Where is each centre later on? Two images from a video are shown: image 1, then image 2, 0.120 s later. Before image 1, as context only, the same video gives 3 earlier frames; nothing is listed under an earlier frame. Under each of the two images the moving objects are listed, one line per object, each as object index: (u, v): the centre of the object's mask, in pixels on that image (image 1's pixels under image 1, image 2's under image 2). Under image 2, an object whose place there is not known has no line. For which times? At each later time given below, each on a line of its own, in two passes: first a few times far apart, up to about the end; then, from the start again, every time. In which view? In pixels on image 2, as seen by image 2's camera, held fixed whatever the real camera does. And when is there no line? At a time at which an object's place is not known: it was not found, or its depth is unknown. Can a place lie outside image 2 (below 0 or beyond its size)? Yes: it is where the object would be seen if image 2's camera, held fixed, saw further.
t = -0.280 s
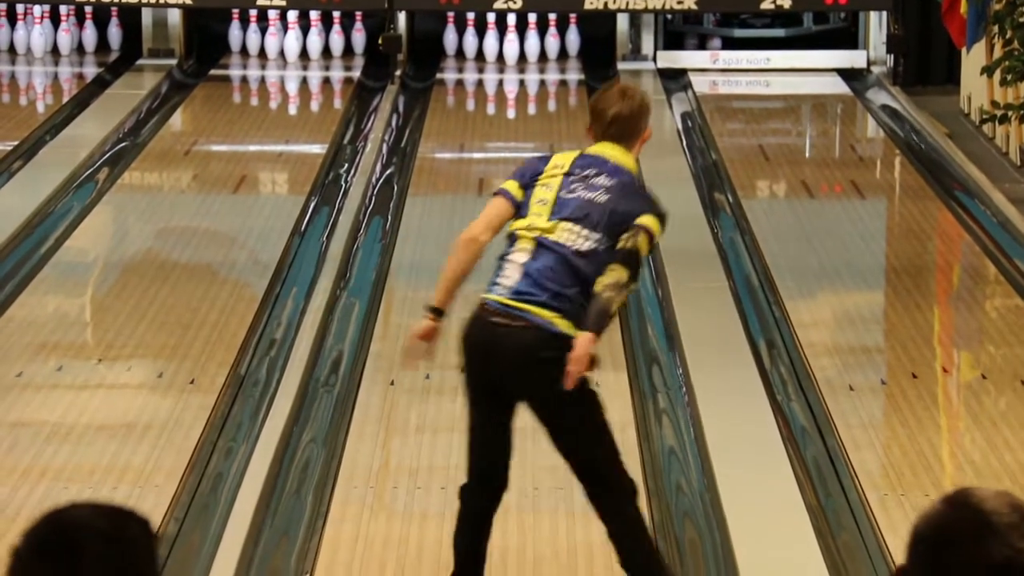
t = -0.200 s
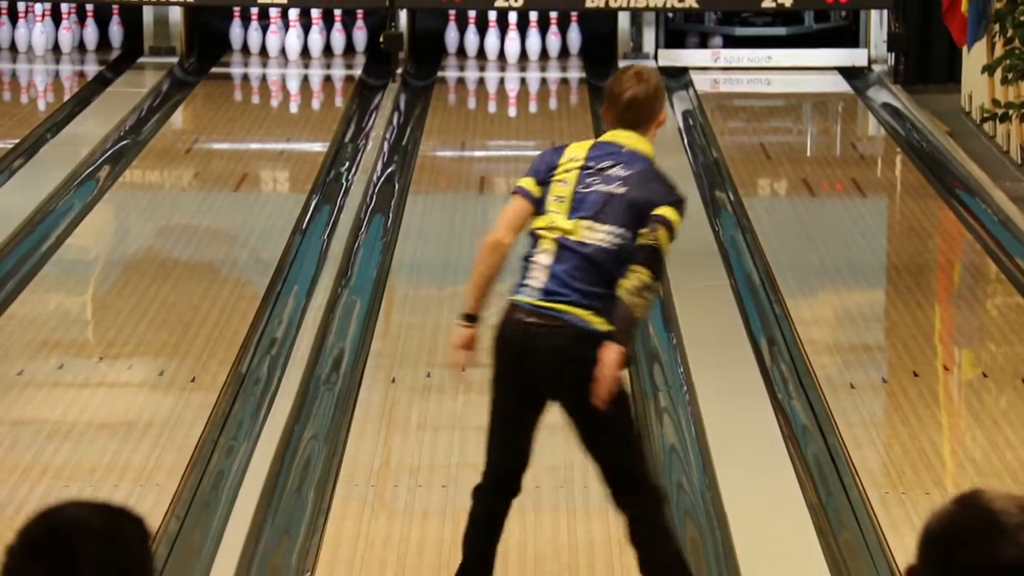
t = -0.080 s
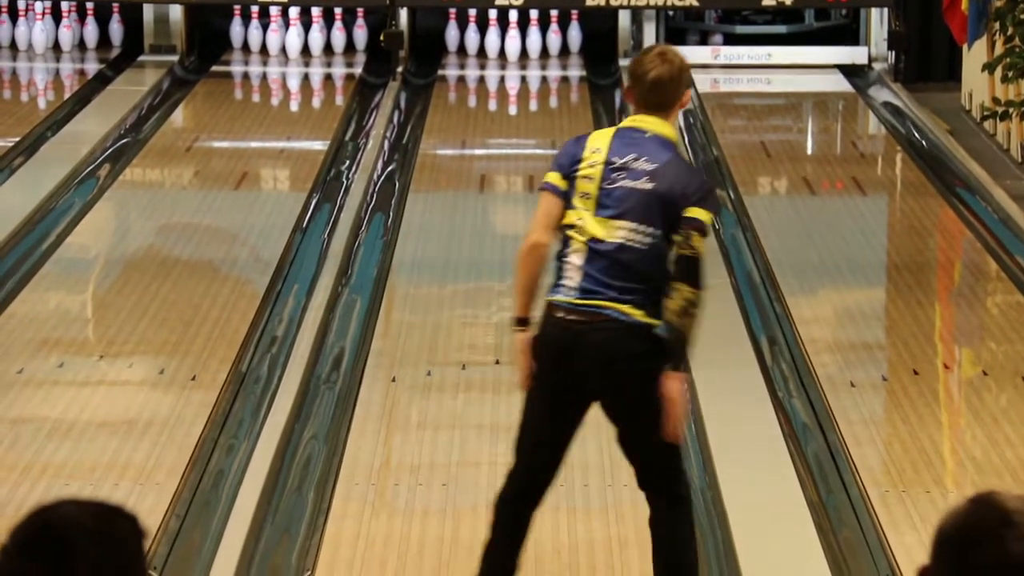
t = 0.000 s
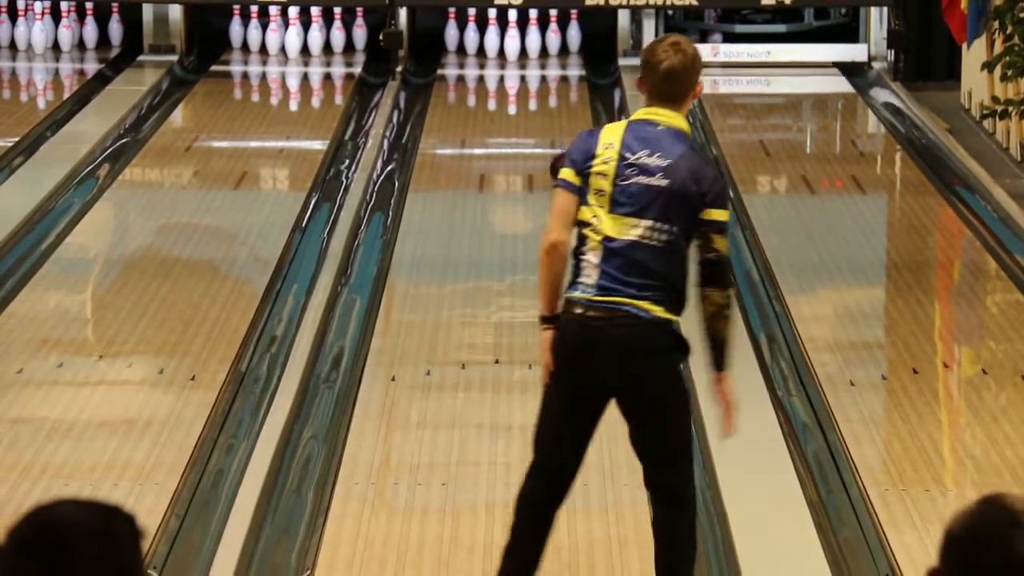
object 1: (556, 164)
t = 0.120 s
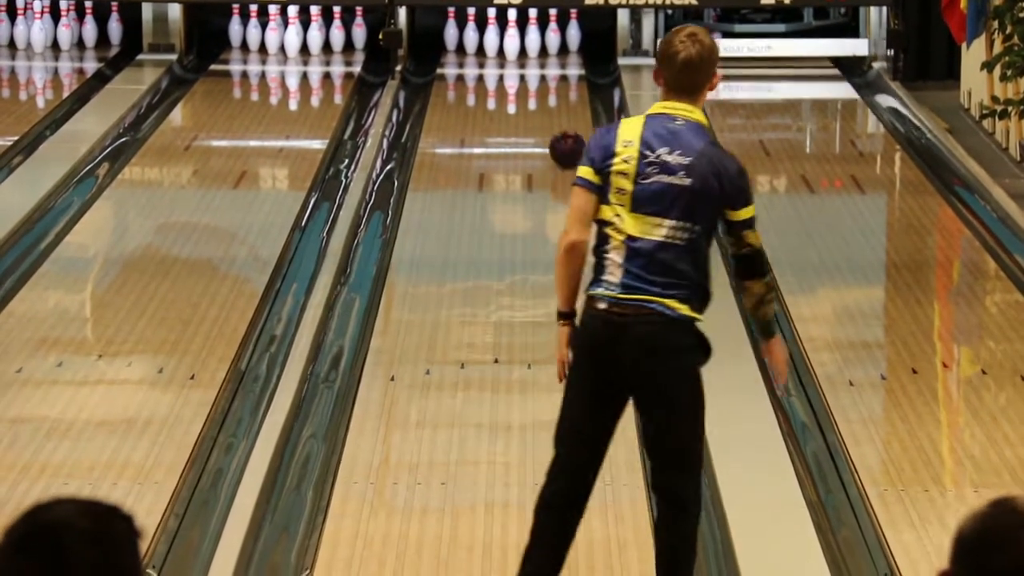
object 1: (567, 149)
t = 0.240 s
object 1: (566, 132)
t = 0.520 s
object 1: (556, 94)
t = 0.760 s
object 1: (542, 68)
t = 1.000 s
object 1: (528, 46)
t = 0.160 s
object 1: (567, 144)
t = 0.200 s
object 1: (566, 137)
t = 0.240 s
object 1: (566, 132)
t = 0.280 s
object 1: (565, 126)
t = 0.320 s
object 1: (564, 120)
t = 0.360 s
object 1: (563, 115)
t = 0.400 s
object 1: (561, 110)
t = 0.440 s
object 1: (559, 104)
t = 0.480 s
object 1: (558, 99)
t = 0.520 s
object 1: (556, 94)
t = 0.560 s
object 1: (554, 90)
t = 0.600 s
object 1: (552, 85)
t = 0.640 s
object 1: (550, 80)
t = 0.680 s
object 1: (548, 76)
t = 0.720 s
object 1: (544, 72)
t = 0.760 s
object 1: (542, 68)
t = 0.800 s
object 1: (539, 64)
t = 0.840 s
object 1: (536, 60)
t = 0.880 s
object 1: (533, 56)
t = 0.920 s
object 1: (531, 52)
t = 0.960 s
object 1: (527, 48)
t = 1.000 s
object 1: (528, 46)
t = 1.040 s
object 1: (529, 44)
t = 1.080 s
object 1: (529, 41)
